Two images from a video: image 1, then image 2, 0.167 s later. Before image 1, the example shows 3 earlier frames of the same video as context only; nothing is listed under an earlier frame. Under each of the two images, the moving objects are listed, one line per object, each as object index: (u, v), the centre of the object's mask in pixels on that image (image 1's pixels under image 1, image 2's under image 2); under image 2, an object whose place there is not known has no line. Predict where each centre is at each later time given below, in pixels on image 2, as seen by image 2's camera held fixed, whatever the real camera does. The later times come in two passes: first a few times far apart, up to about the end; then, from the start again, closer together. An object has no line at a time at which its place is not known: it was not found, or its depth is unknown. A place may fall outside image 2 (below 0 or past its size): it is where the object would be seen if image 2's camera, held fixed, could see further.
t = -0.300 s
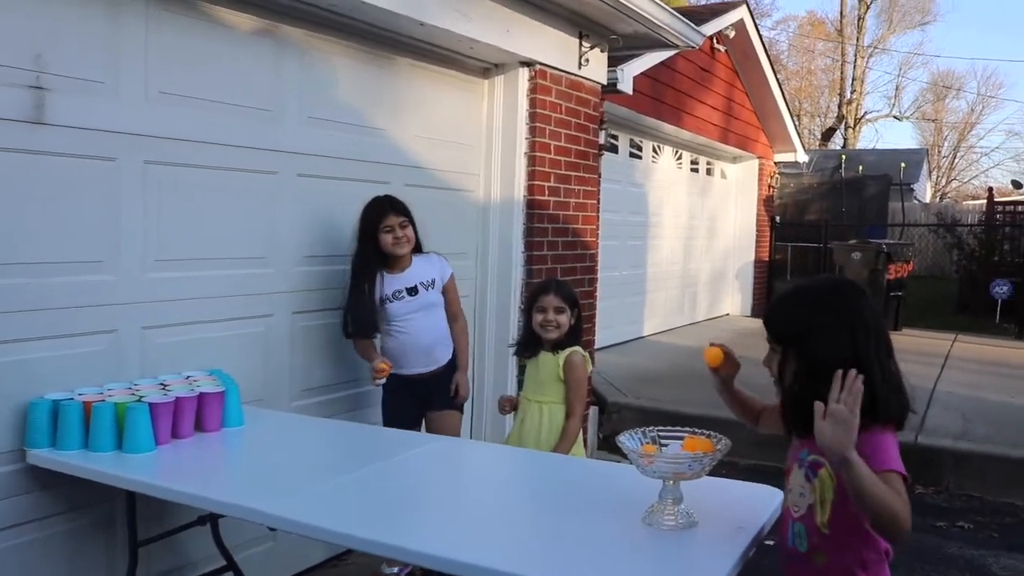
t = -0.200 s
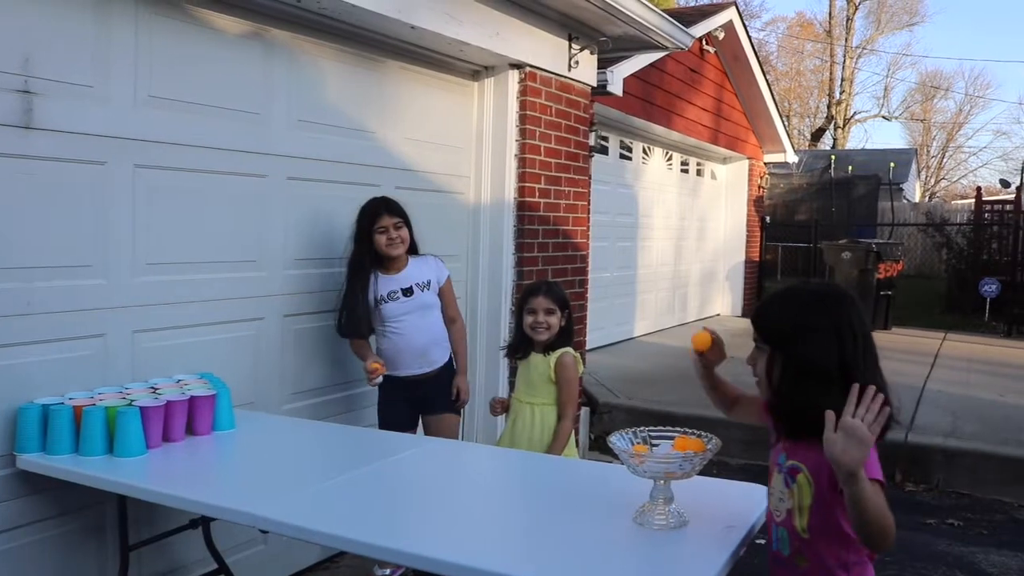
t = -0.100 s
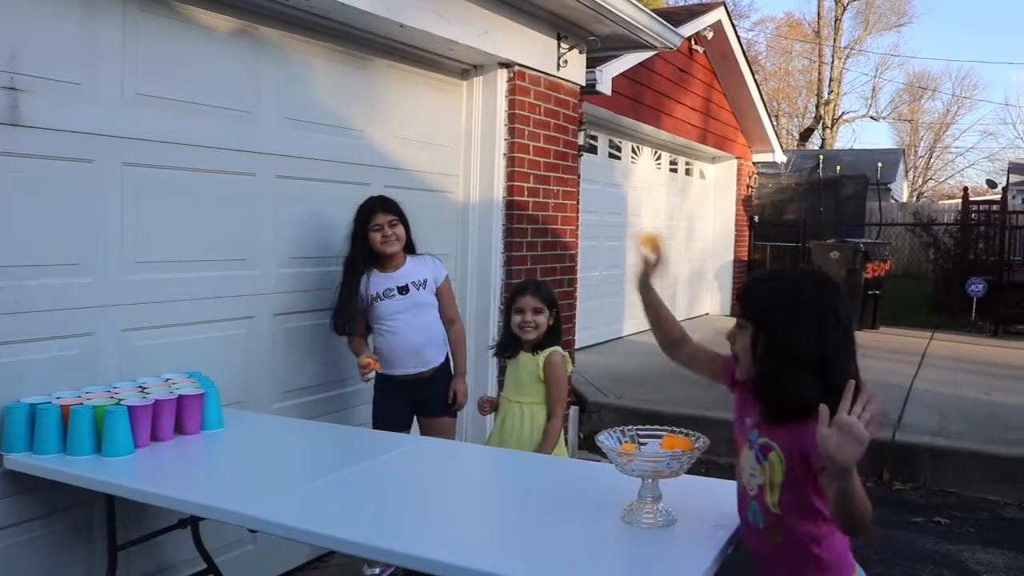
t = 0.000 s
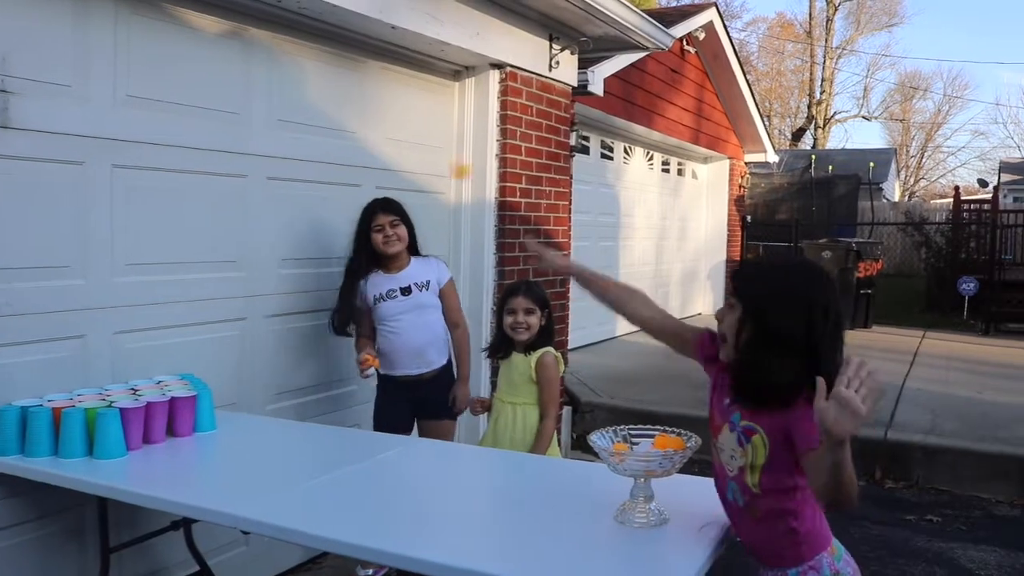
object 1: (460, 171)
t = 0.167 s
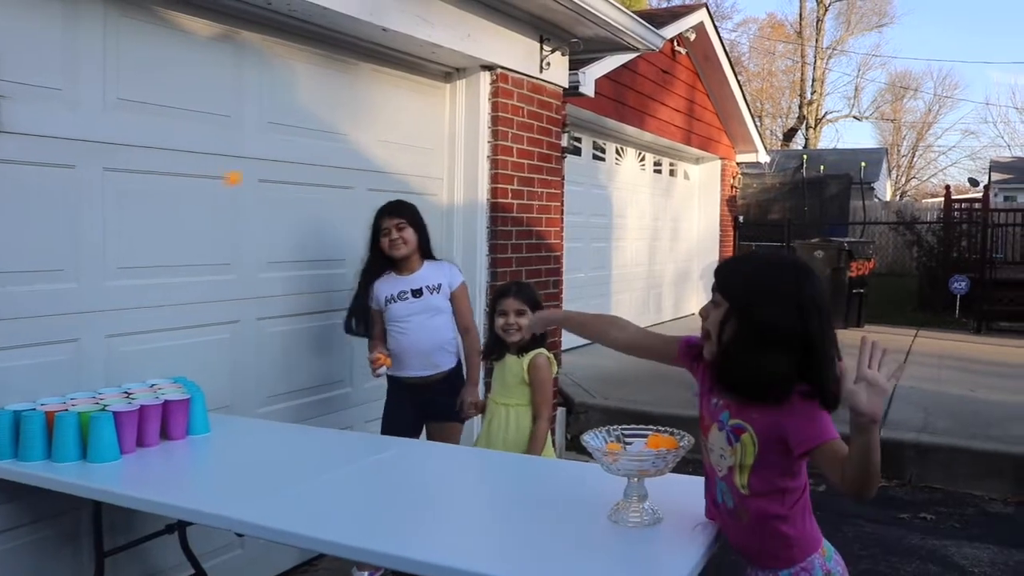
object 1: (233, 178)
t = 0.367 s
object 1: (104, 295)
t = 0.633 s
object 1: (114, 400)
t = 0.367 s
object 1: (104, 295)
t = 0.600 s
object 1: (118, 390)
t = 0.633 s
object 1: (114, 400)
